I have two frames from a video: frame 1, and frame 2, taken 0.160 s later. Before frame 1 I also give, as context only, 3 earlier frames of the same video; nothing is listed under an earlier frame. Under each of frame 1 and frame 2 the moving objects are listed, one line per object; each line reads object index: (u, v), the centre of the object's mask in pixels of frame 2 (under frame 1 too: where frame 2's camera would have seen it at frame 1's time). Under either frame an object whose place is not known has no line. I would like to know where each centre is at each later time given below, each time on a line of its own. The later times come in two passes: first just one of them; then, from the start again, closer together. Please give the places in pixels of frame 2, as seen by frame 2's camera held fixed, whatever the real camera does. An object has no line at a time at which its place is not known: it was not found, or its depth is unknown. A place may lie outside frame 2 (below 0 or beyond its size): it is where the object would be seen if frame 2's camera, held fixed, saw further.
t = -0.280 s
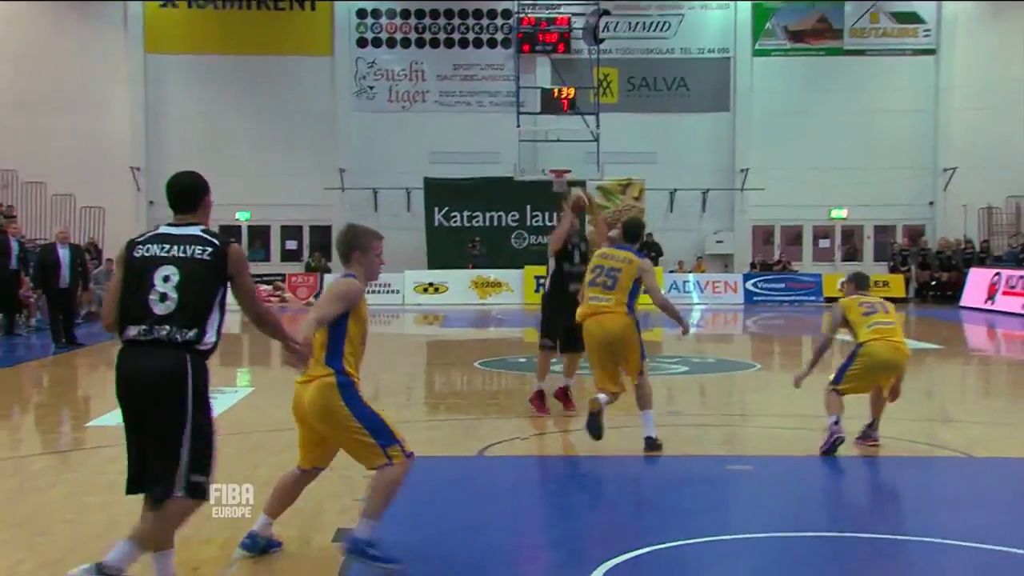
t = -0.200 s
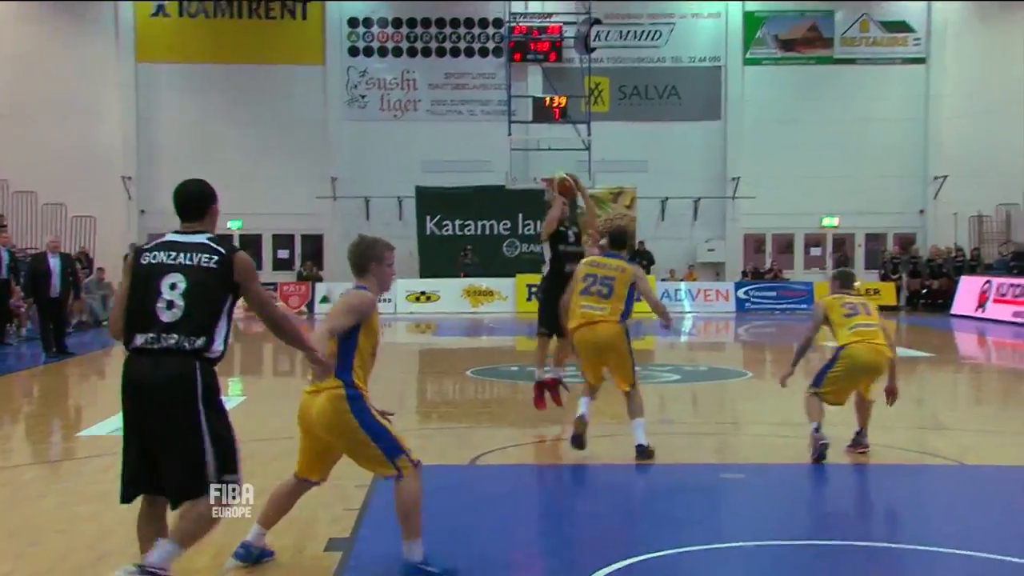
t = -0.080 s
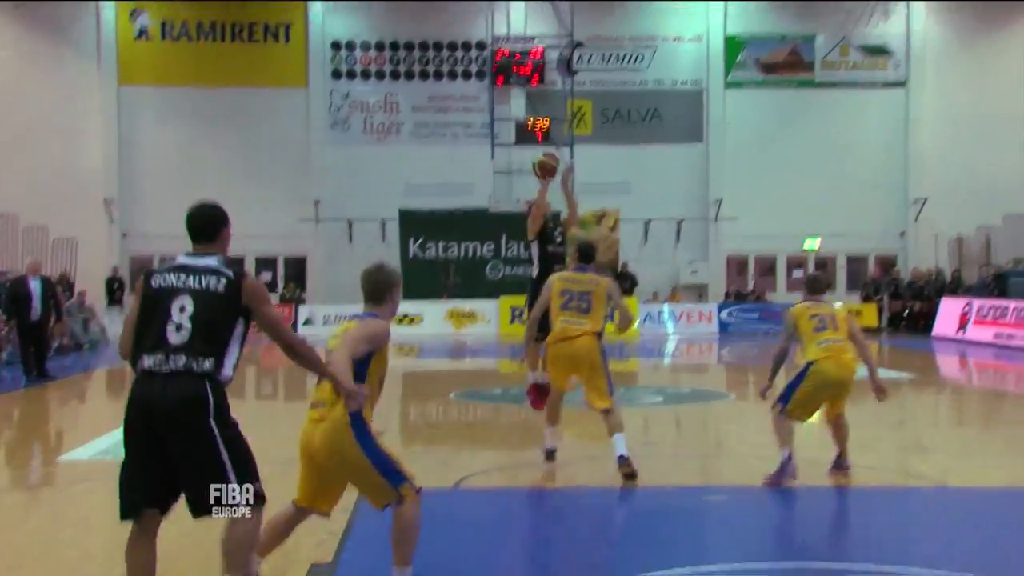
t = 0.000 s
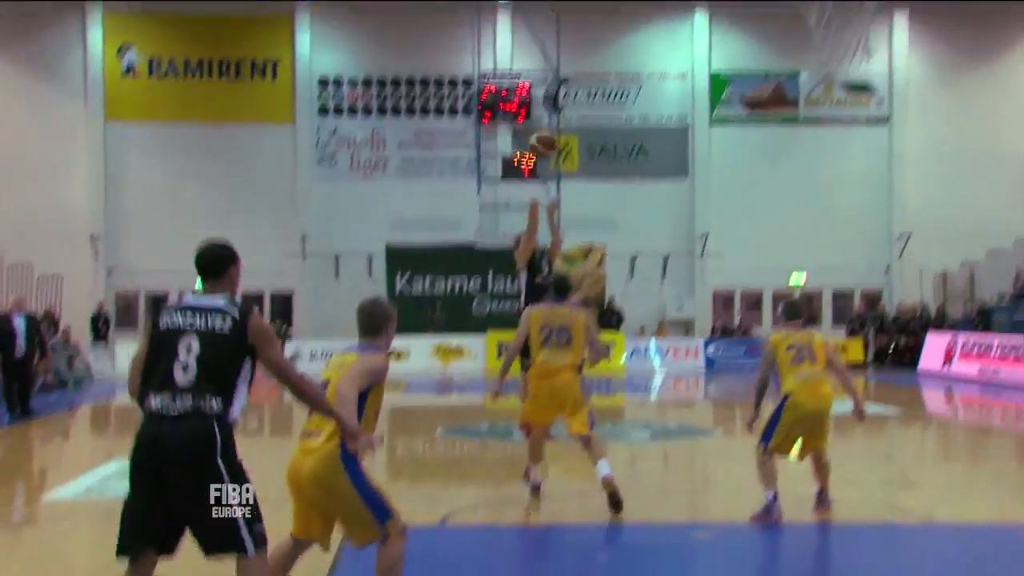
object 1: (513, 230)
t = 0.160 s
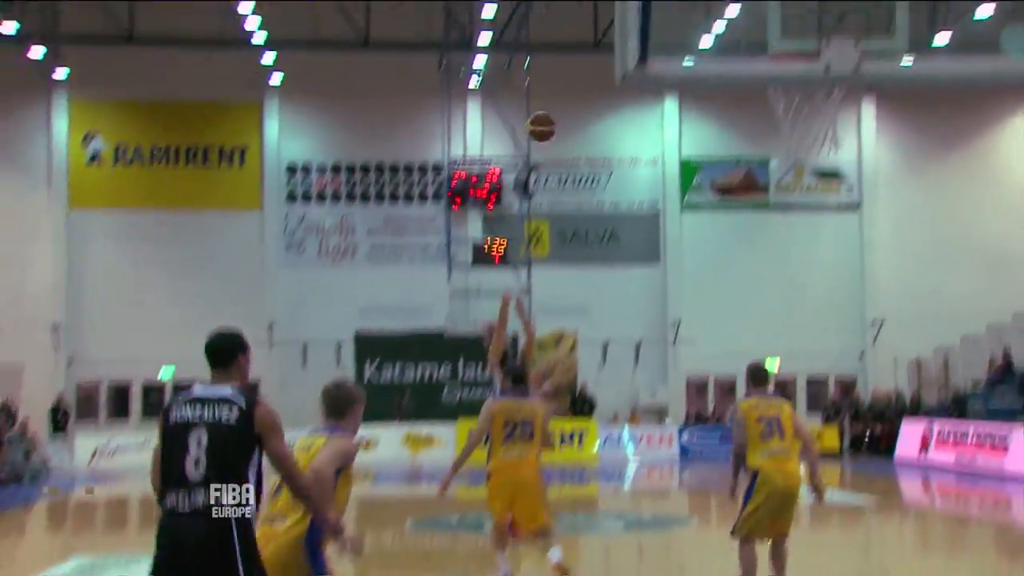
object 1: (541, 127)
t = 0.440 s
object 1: (599, -11)
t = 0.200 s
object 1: (549, 101)
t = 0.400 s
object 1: (591, 2)
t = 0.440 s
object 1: (599, -11)
